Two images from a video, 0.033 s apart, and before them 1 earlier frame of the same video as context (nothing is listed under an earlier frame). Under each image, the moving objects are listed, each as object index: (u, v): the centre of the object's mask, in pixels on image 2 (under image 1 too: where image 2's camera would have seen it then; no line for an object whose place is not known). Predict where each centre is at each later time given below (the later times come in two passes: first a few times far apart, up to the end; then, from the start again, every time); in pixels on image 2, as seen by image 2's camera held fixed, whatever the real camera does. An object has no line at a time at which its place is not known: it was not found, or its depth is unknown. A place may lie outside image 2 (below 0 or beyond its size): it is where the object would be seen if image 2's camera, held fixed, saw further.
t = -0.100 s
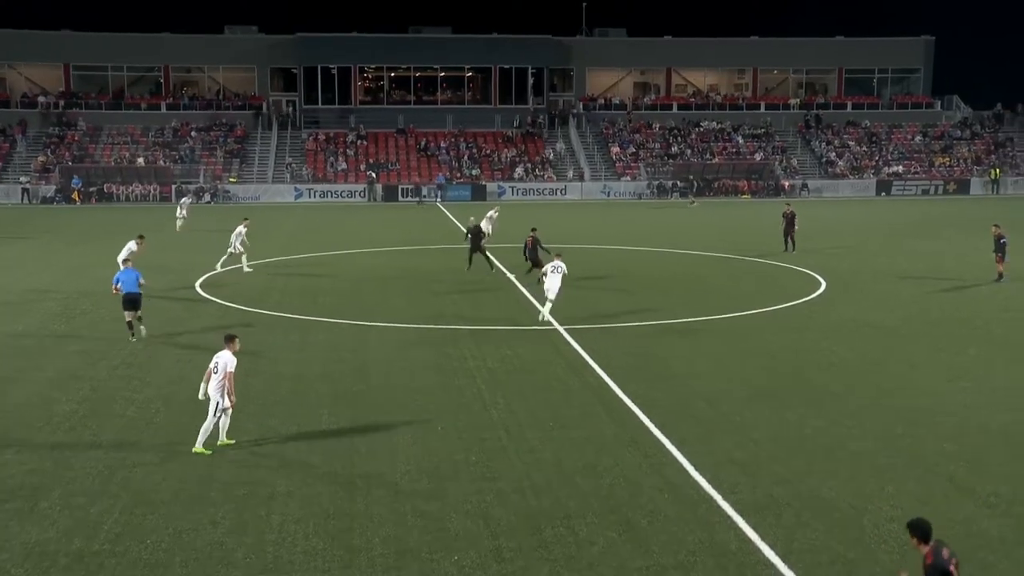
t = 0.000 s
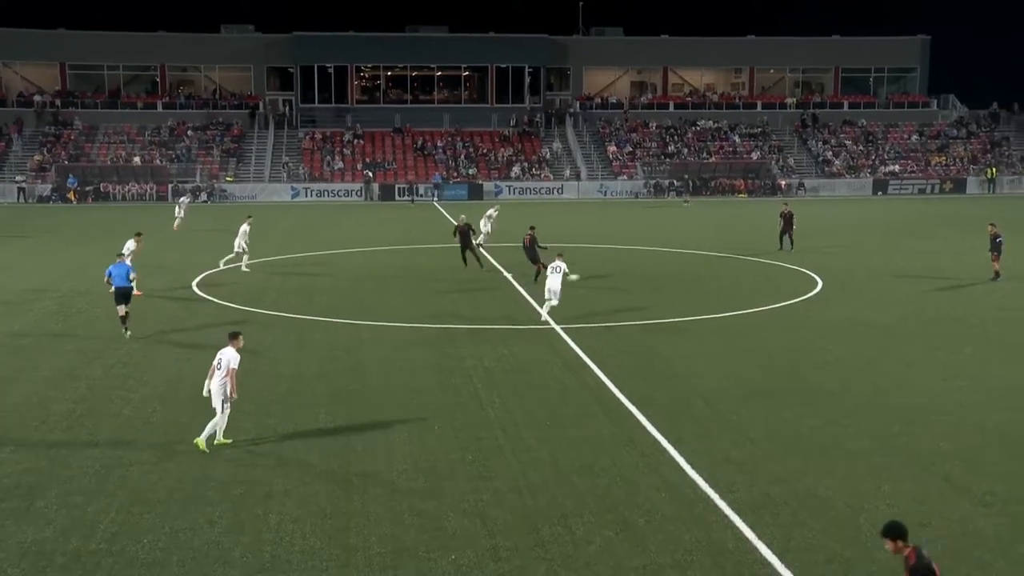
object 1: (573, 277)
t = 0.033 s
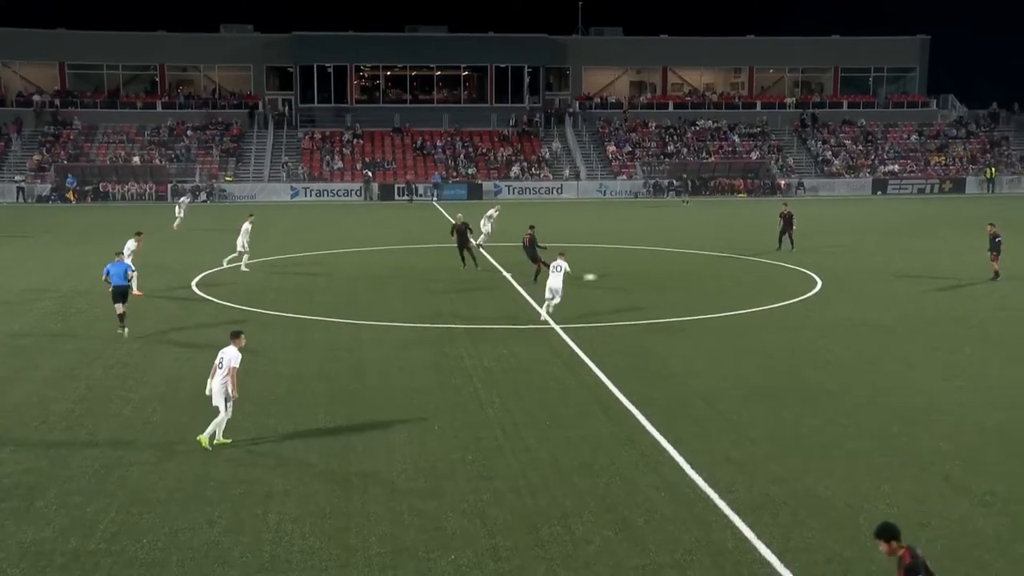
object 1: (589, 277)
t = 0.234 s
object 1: (688, 278)
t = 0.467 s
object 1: (784, 277)
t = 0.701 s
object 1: (865, 277)
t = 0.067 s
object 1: (607, 277)
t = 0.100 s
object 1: (624, 278)
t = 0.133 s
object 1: (640, 277)
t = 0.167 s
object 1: (656, 277)
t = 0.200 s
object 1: (672, 277)
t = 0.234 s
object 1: (688, 278)
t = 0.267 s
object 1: (703, 277)
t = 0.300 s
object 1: (717, 277)
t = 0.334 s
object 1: (731, 276)
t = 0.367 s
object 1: (744, 276)
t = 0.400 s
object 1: (759, 277)
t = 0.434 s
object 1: (772, 278)
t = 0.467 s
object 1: (784, 277)
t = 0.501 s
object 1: (796, 276)
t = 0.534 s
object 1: (807, 276)
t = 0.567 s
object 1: (820, 276)
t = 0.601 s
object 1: (832, 277)
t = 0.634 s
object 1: (843, 278)
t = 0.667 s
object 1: (855, 278)
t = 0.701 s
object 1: (865, 277)
